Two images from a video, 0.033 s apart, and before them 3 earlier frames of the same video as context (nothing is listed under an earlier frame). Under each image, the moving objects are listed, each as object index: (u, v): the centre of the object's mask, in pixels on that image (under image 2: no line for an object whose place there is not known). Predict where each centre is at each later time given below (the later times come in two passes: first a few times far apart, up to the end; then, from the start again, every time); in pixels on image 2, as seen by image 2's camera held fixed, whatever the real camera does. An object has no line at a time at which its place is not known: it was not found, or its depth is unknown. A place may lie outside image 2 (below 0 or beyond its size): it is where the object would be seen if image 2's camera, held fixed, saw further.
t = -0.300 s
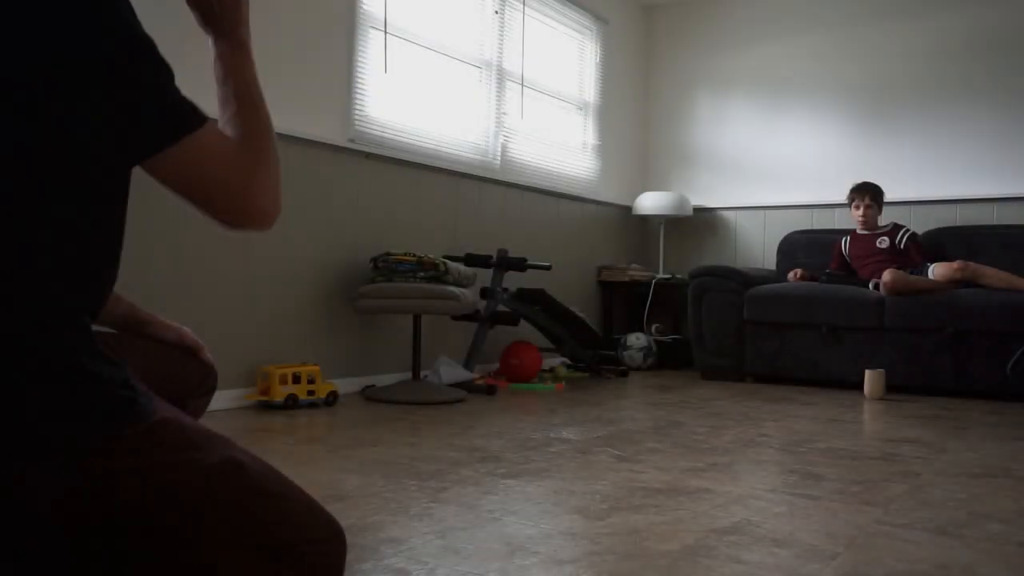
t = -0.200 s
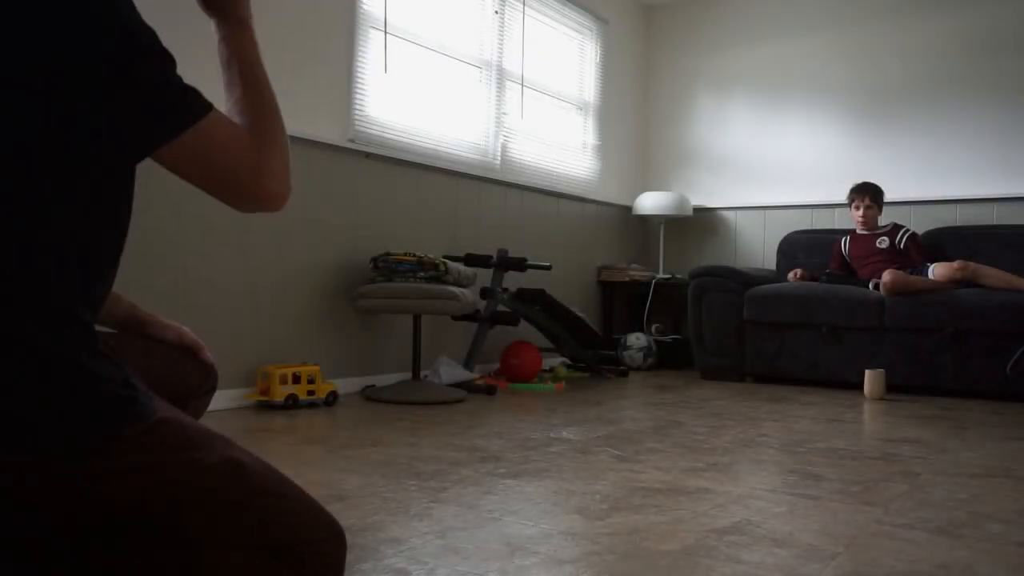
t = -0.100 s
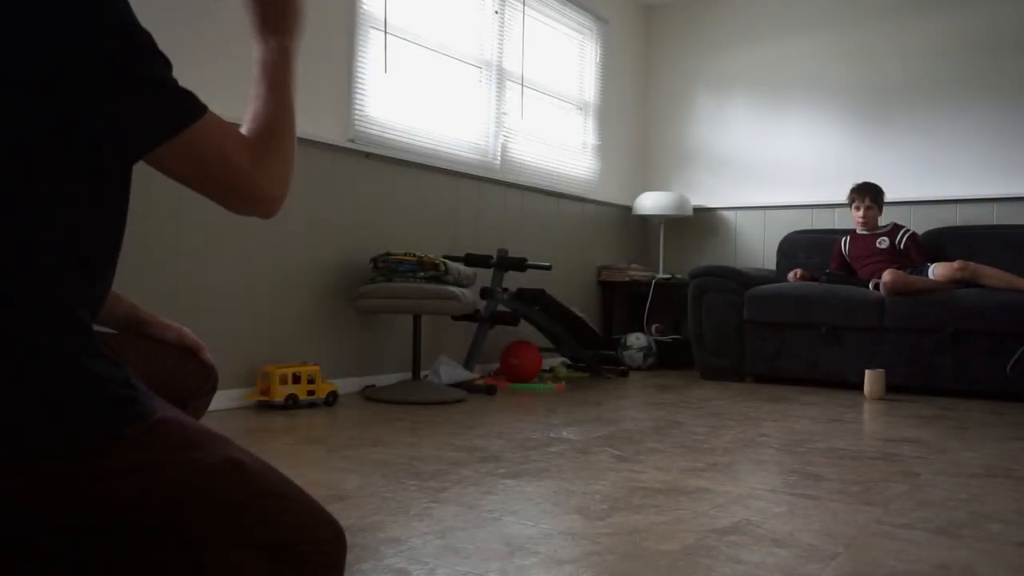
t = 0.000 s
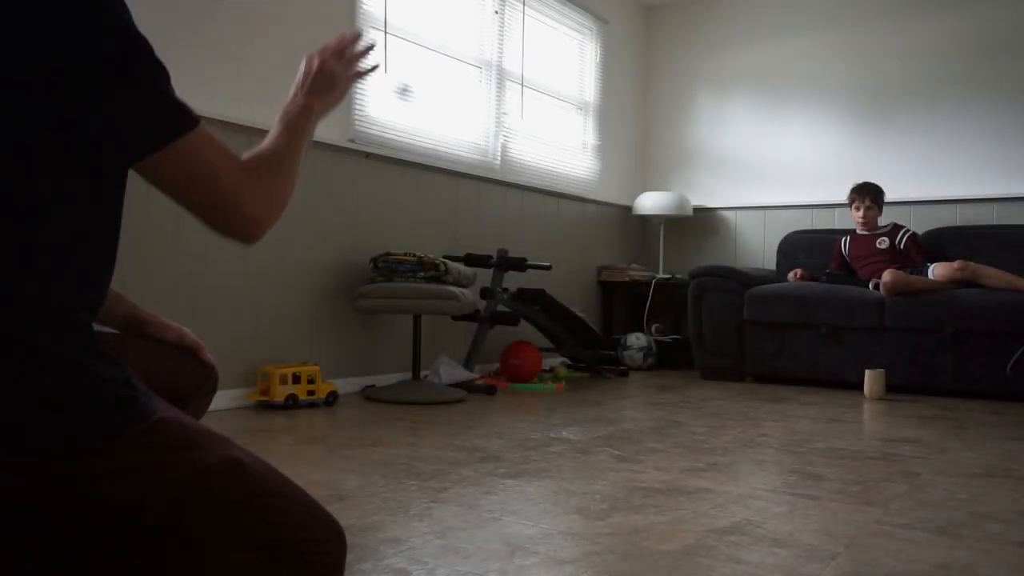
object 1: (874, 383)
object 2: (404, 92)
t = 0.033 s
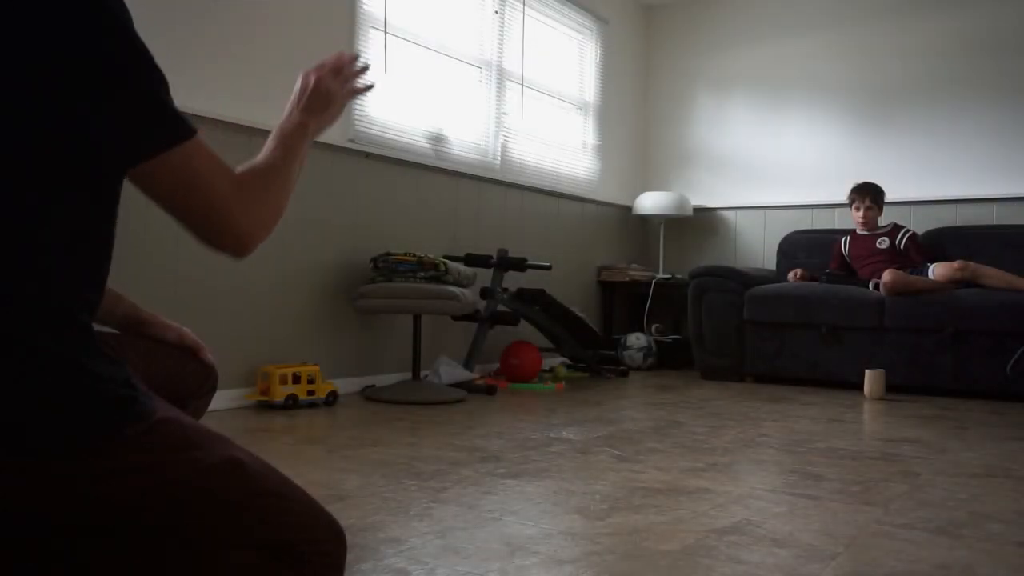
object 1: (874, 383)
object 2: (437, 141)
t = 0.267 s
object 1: (874, 383)
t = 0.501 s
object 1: (875, 383)
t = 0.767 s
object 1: (875, 383)
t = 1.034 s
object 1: (875, 383)
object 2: (813, 362)
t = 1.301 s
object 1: (875, 383)
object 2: (855, 294)
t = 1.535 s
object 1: (876, 382)
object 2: (876, 367)
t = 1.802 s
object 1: (883, 384)
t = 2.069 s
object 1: (887, 384)
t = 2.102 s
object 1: (887, 385)
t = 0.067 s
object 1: (874, 383)
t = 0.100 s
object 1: (874, 383)
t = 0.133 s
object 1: (874, 383)
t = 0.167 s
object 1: (874, 383)
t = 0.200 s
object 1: (874, 383)
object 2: (563, 405)
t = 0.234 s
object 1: (874, 383)
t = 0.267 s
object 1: (874, 383)
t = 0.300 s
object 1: (875, 383)
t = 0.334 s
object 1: (875, 383)
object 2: (631, 350)
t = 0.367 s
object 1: (875, 383)
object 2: (644, 315)
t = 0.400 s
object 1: (875, 383)
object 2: (657, 286)
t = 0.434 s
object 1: (875, 383)
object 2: (669, 264)
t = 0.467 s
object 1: (875, 383)
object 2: (681, 245)
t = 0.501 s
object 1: (875, 383)
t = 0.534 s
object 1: (875, 383)
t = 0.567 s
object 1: (875, 383)
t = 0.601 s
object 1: (875, 383)
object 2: (720, 218)
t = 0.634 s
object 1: (875, 383)
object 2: (729, 221)
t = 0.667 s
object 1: (875, 383)
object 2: (738, 228)
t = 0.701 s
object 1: (875, 383)
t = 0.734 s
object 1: (875, 383)
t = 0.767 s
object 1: (875, 383)
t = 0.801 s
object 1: (875, 383)
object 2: (769, 290)
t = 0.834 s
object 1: (875, 383)
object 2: (776, 312)
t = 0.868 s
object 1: (875, 383)
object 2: (782, 338)
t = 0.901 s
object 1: (874, 383)
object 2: (788, 366)
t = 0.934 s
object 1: (874, 383)
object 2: (792, 394)
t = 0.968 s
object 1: (875, 383)
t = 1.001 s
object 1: (875, 383)
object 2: (806, 384)
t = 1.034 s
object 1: (875, 383)
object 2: (813, 362)
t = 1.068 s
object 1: (875, 383)
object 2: (819, 342)
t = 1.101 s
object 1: (875, 383)
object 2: (825, 326)
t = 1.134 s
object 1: (875, 383)
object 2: (831, 313)
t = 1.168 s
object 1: (875, 383)
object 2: (836, 303)
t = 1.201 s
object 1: (875, 383)
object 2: (841, 297)
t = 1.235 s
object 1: (875, 383)
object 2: (846, 293)
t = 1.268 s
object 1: (875, 383)
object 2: (851, 292)
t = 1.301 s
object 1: (875, 383)
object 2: (855, 294)
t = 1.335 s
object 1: (875, 383)
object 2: (860, 299)
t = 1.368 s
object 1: (875, 383)
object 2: (864, 306)
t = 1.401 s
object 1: (875, 383)
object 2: (868, 316)
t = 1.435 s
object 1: (875, 383)
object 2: (871, 328)
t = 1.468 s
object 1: (874, 383)
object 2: (875, 342)
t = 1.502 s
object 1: (874, 383)
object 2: (878, 360)
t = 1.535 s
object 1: (876, 382)
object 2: (876, 367)
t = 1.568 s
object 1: (876, 381)
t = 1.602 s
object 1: (878, 383)
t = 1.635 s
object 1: (878, 387)
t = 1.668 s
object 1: (879, 384)
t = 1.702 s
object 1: (880, 383)
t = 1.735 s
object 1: (881, 383)
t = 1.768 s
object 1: (883, 383)
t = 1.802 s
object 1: (883, 384)
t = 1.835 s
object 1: (883, 385)
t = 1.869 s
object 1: (884, 385)
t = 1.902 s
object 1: (884, 384)
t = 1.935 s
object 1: (885, 383)
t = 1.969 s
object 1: (885, 384)
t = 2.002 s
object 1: (885, 385)
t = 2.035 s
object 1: (886, 384)
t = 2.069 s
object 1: (887, 384)
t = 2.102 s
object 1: (887, 385)
